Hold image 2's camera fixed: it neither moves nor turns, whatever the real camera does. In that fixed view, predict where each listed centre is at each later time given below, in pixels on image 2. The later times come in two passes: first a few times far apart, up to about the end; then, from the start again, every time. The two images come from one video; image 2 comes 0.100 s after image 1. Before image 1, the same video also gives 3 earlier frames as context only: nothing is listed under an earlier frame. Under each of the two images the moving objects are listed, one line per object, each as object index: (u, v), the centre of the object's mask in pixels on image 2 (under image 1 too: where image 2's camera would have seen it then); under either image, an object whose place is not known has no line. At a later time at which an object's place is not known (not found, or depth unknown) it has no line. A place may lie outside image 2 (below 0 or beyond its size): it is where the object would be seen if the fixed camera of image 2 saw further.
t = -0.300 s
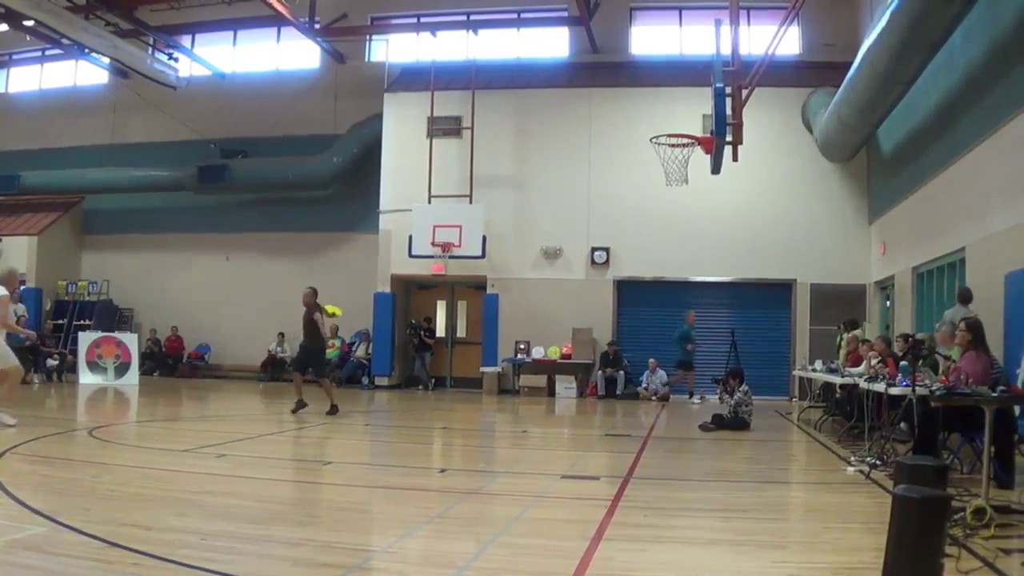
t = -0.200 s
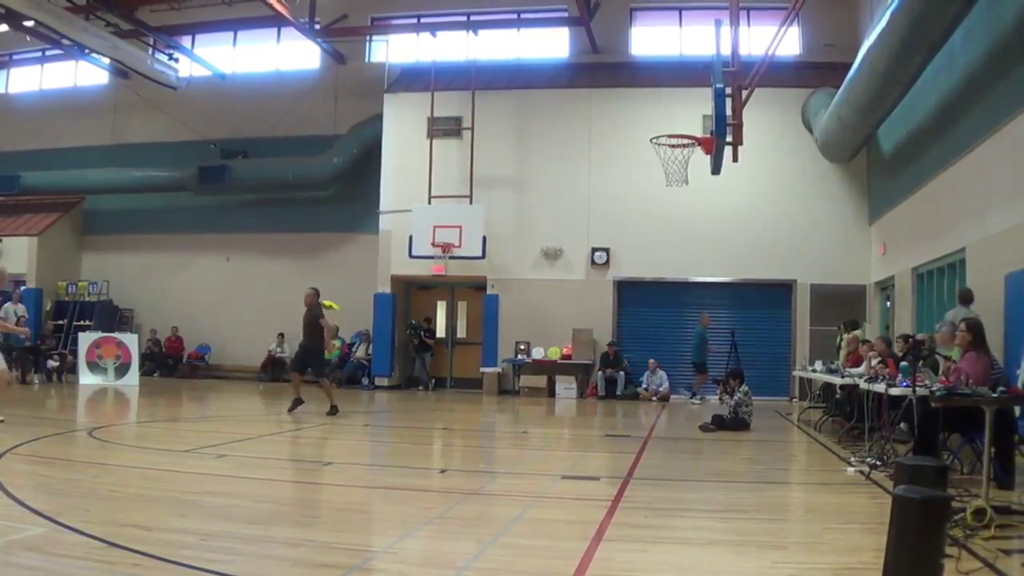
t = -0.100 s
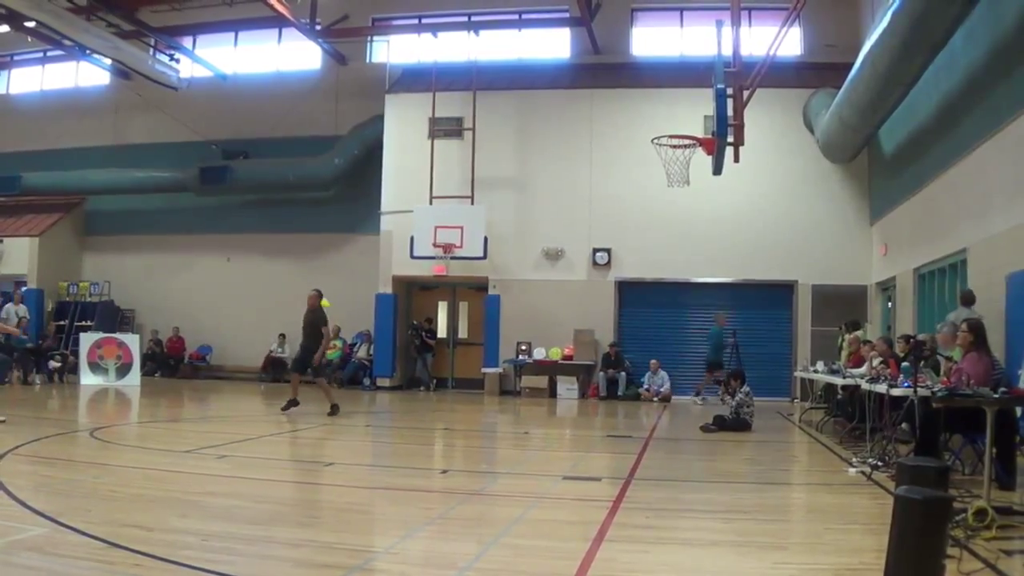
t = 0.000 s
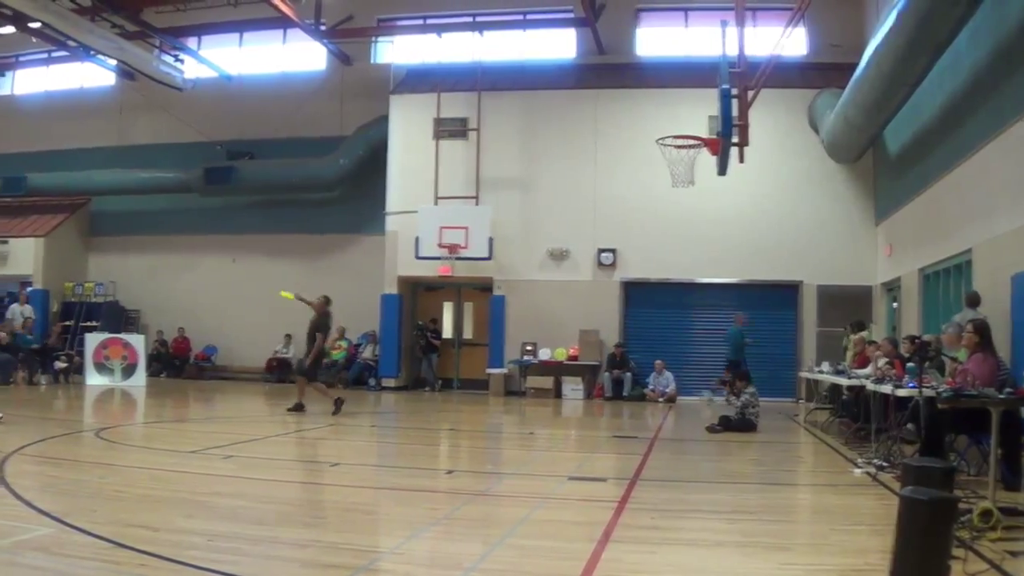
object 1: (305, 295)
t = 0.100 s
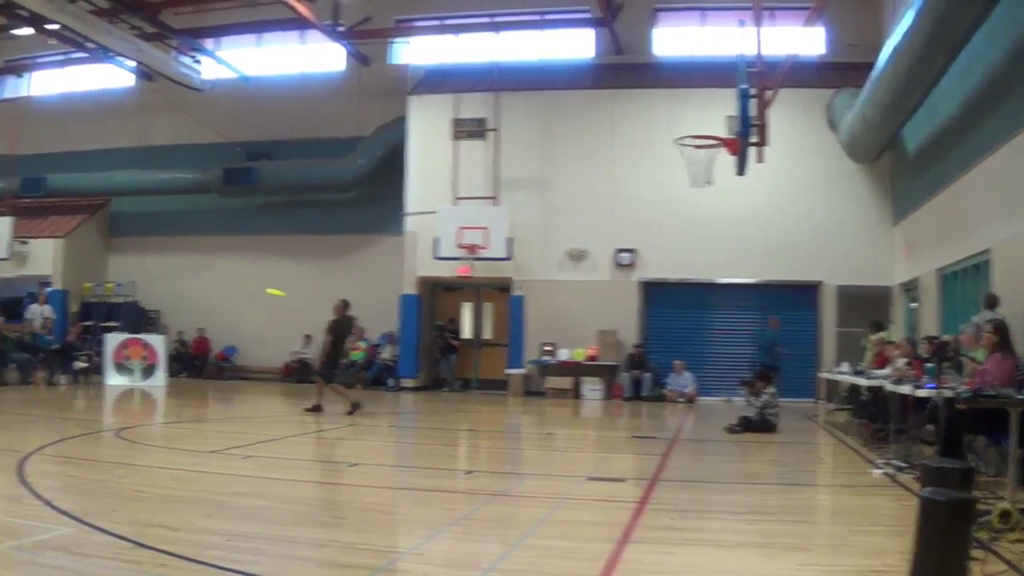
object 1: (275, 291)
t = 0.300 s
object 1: (203, 284)
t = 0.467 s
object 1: (137, 281)
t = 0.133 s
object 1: (263, 290)
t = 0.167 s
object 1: (253, 288)
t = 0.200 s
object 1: (241, 287)
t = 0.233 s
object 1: (228, 286)
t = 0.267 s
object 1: (216, 285)
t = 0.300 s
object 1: (203, 284)
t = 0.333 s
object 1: (191, 283)
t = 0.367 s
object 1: (178, 282)
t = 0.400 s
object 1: (165, 282)
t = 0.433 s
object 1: (151, 281)
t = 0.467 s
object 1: (137, 281)
